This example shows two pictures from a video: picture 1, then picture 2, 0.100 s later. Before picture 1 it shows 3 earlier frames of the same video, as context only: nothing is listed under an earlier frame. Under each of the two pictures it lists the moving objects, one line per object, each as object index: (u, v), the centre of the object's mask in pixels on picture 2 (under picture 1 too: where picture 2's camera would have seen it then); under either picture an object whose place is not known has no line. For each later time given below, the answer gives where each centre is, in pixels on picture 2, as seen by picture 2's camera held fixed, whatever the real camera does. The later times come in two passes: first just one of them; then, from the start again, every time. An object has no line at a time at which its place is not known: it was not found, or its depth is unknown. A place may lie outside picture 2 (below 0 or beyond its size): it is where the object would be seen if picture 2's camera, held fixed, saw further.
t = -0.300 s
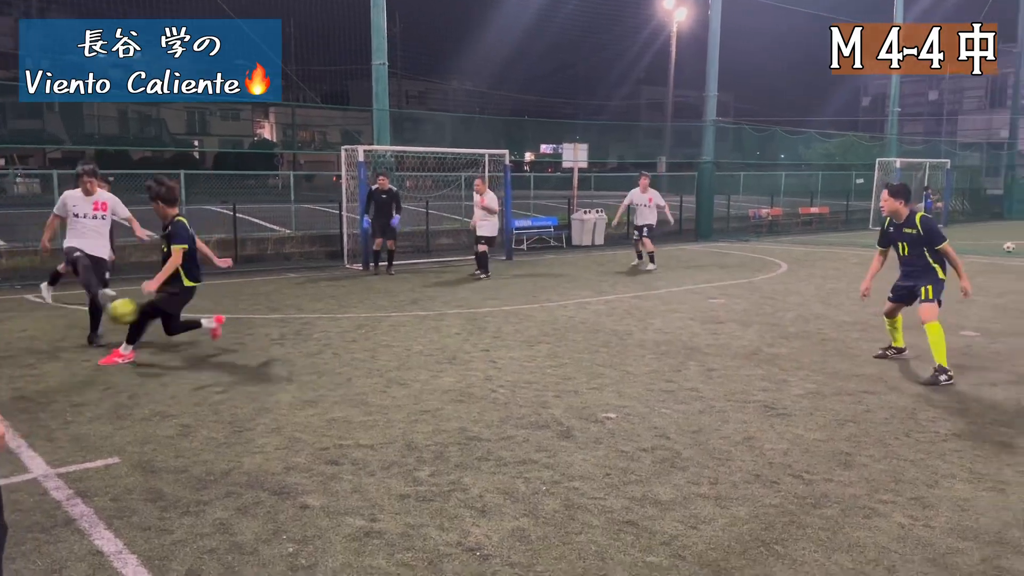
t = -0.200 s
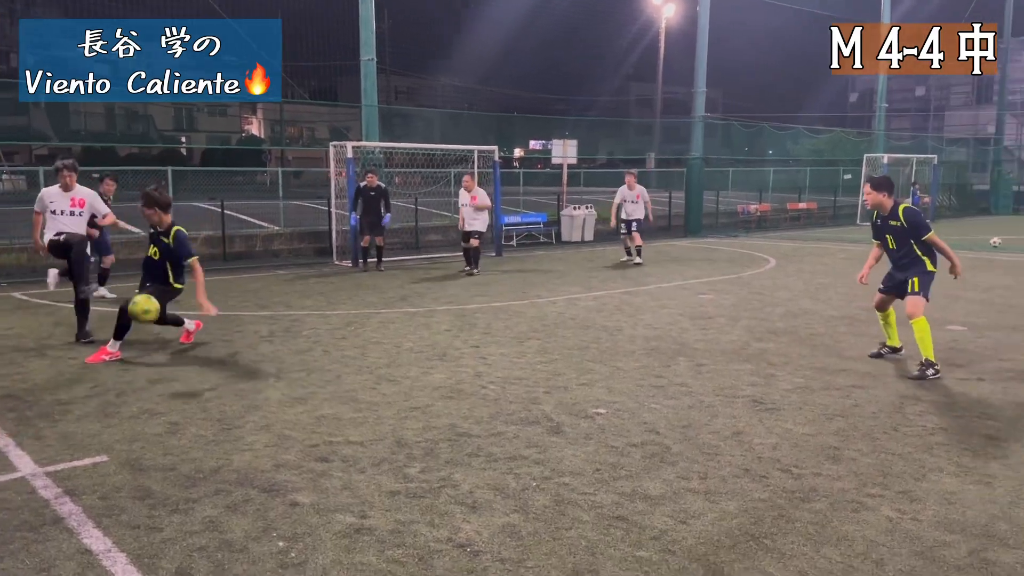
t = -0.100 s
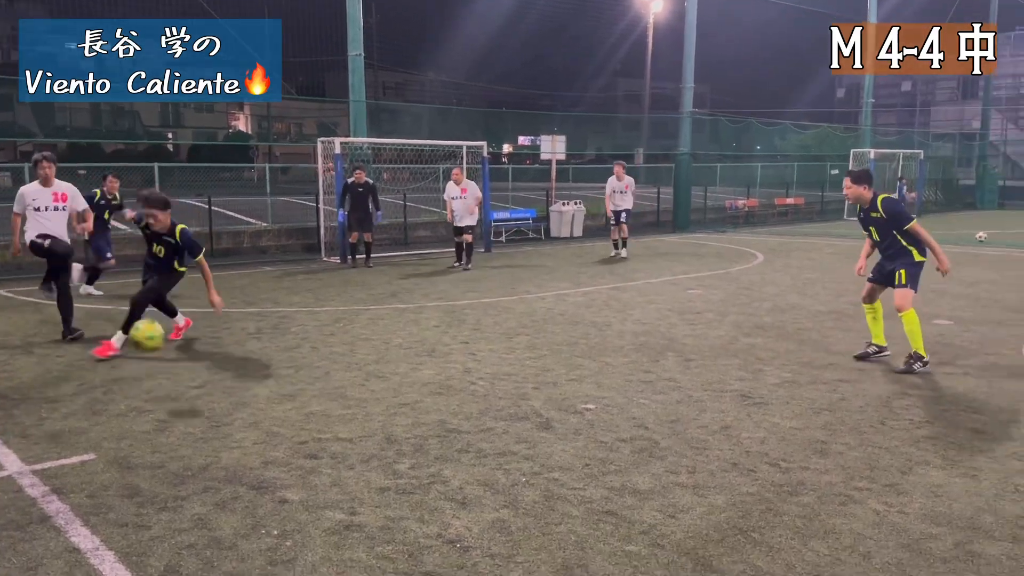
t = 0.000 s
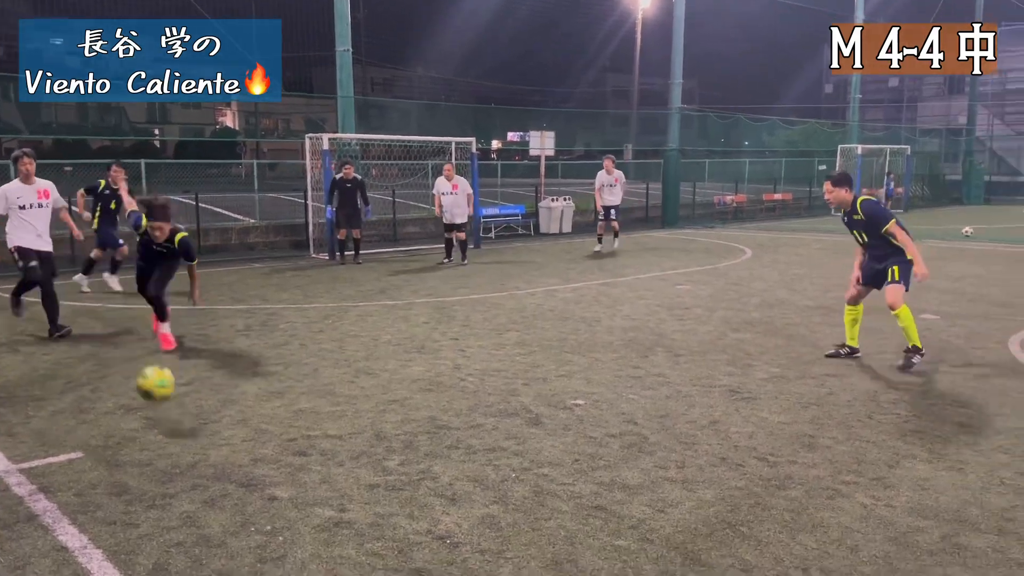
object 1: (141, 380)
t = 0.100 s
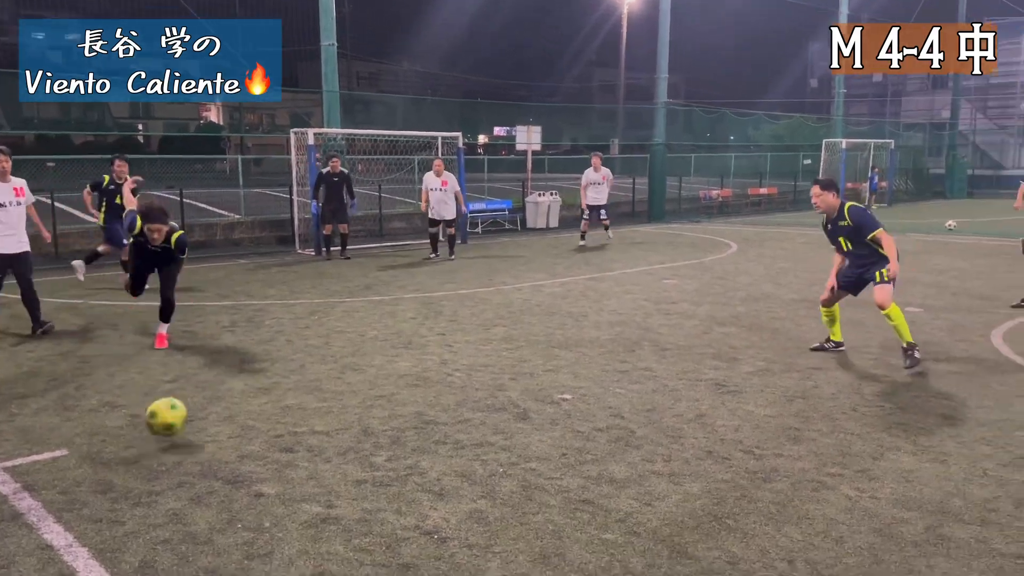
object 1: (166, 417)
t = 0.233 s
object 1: (198, 413)
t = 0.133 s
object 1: (173, 413)
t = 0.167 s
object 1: (181, 411)
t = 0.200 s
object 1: (190, 411)
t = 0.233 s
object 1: (198, 413)
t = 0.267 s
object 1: (207, 417)
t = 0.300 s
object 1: (217, 425)
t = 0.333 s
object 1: (227, 433)
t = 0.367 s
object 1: (238, 445)
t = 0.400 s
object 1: (250, 459)
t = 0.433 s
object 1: (261, 475)
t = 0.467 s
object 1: (270, 474)
